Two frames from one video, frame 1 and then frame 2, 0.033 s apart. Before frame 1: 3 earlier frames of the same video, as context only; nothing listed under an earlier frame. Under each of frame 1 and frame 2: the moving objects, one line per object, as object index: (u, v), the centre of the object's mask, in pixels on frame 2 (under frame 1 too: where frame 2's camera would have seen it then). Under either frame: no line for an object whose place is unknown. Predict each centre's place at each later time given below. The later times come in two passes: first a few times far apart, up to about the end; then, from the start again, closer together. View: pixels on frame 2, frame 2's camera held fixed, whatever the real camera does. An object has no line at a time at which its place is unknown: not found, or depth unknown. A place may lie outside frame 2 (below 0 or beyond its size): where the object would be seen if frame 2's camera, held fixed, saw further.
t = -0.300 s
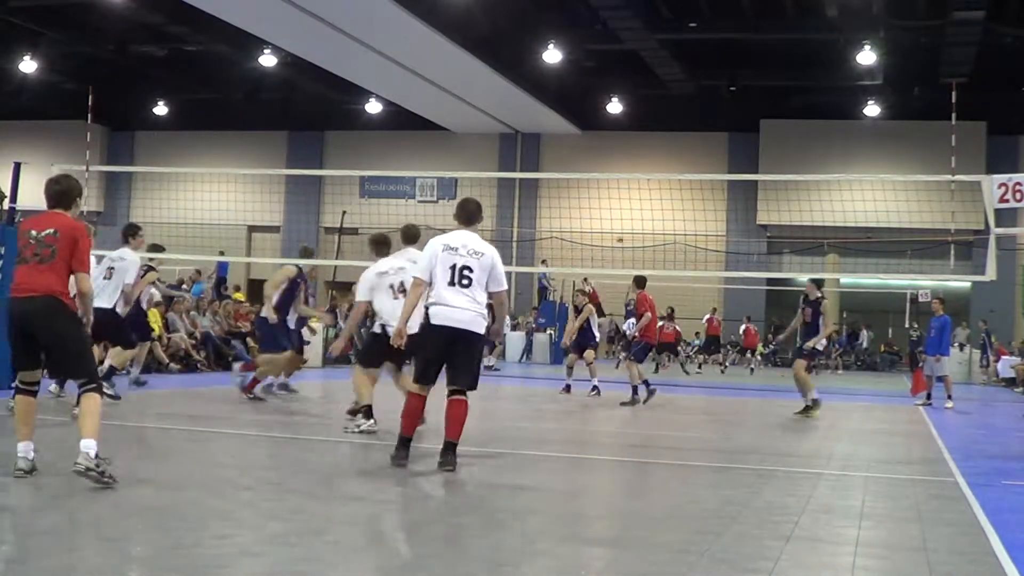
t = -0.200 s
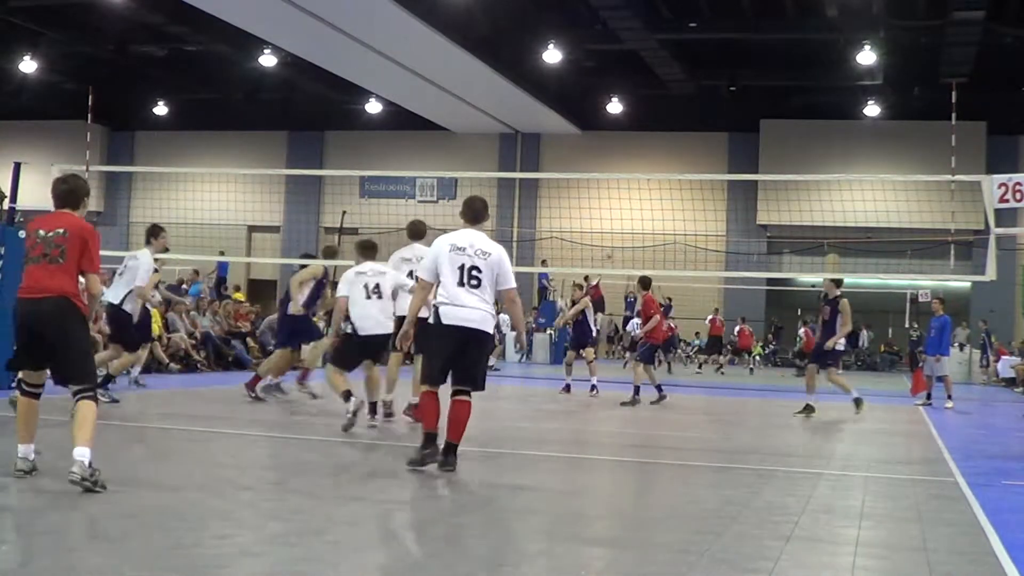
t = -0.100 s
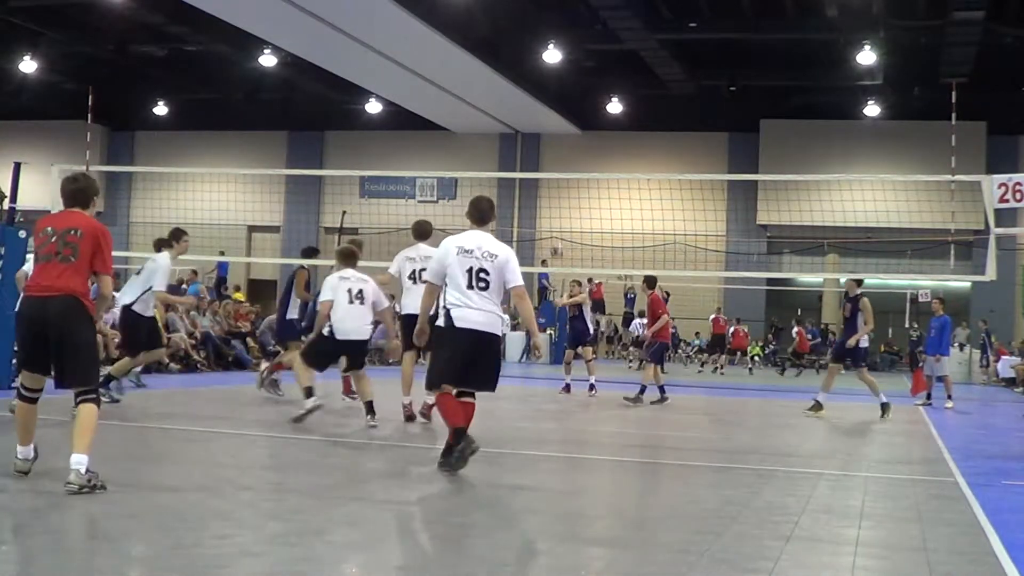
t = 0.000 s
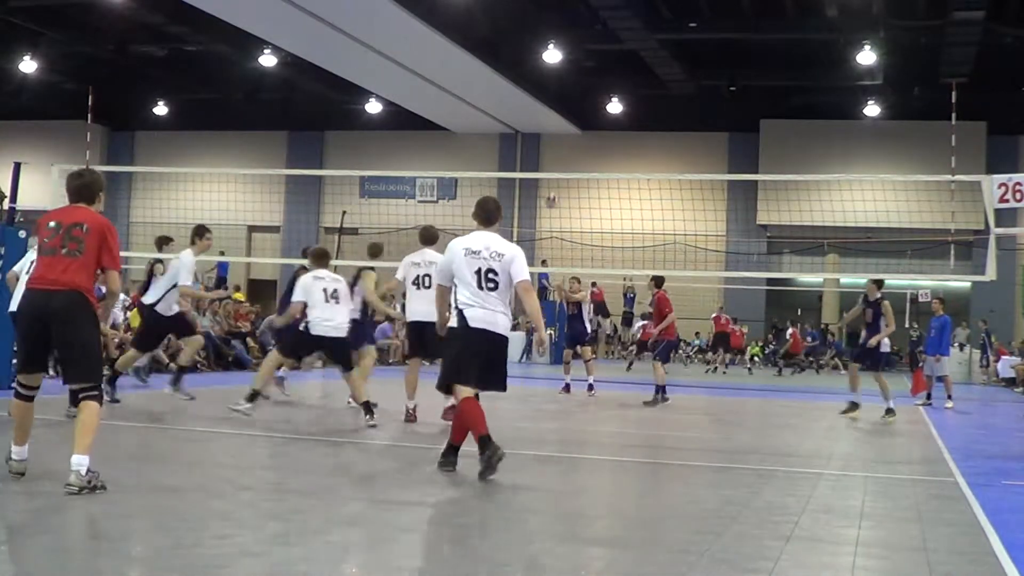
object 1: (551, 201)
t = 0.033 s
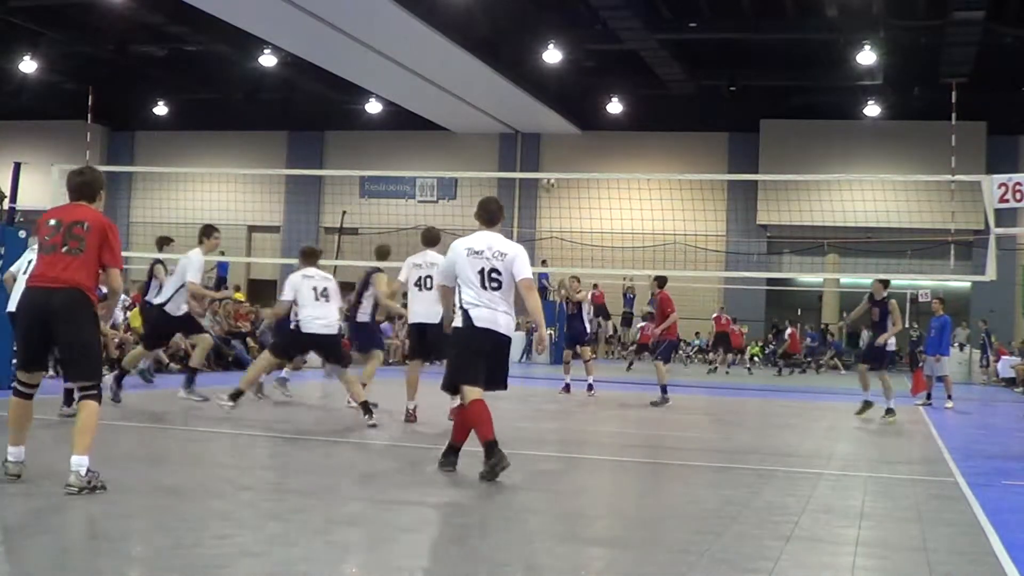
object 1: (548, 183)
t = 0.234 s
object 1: (536, 107)
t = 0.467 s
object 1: (519, 49)
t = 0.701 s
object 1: (501, 30)
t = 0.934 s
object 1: (480, 52)
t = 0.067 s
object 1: (547, 167)
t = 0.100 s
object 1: (544, 155)
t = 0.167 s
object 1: (540, 130)
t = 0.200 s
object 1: (538, 118)
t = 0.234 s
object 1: (536, 107)
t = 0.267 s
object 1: (534, 95)
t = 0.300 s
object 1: (531, 86)
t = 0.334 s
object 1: (529, 78)
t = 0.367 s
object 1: (526, 69)
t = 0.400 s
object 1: (524, 63)
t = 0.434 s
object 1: (522, 55)
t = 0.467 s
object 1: (519, 49)
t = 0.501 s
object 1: (517, 44)
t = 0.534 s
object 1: (514, 40)
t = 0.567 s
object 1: (512, 37)
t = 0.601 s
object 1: (509, 34)
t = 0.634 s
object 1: (506, 32)
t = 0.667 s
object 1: (504, 30)
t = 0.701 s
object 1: (501, 30)
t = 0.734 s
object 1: (498, 31)
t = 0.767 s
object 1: (495, 32)
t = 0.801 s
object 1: (492, 34)
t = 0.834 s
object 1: (489, 38)
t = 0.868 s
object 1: (485, 41)
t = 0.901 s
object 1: (482, 47)
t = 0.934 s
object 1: (480, 52)
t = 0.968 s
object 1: (477, 59)
